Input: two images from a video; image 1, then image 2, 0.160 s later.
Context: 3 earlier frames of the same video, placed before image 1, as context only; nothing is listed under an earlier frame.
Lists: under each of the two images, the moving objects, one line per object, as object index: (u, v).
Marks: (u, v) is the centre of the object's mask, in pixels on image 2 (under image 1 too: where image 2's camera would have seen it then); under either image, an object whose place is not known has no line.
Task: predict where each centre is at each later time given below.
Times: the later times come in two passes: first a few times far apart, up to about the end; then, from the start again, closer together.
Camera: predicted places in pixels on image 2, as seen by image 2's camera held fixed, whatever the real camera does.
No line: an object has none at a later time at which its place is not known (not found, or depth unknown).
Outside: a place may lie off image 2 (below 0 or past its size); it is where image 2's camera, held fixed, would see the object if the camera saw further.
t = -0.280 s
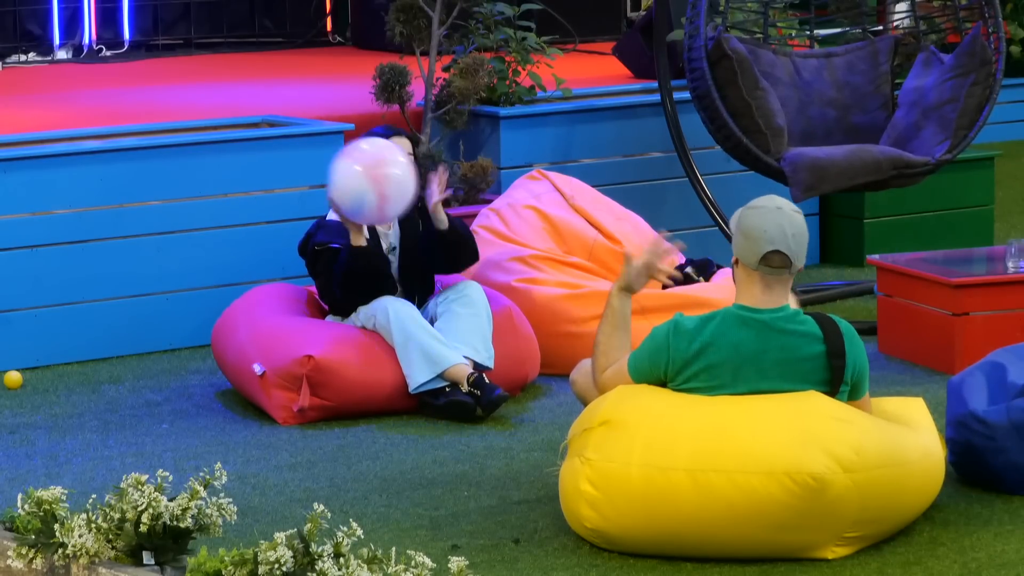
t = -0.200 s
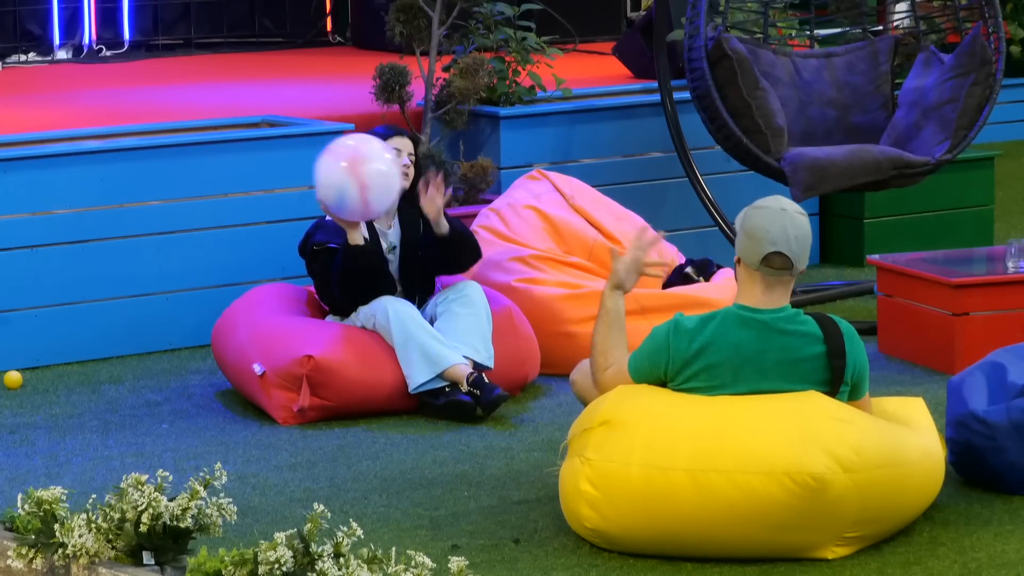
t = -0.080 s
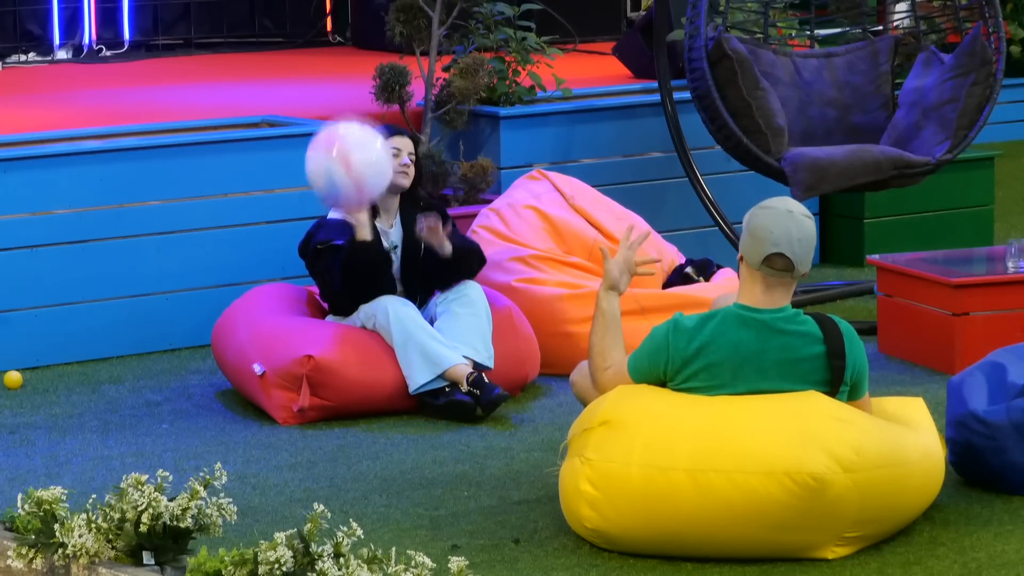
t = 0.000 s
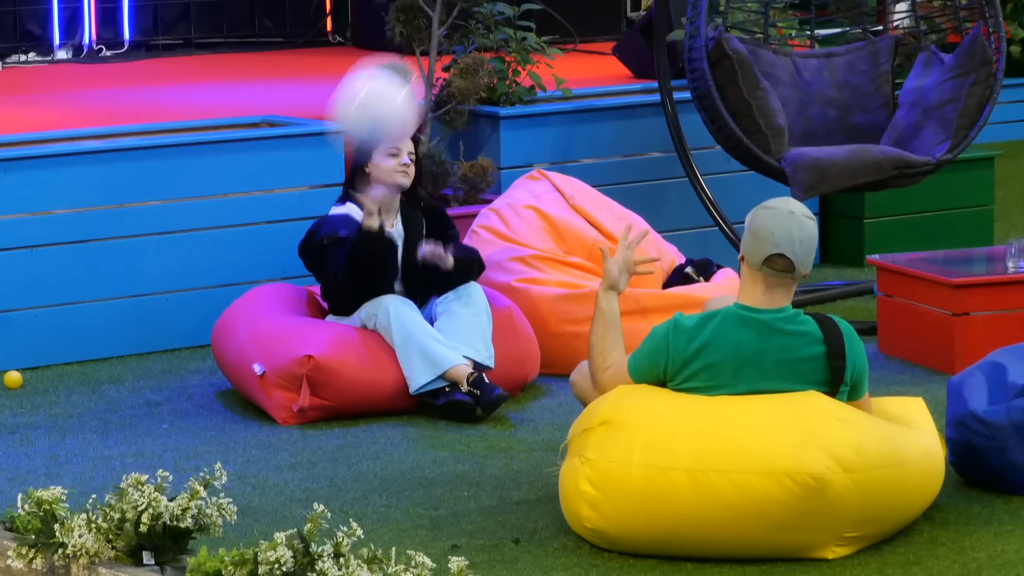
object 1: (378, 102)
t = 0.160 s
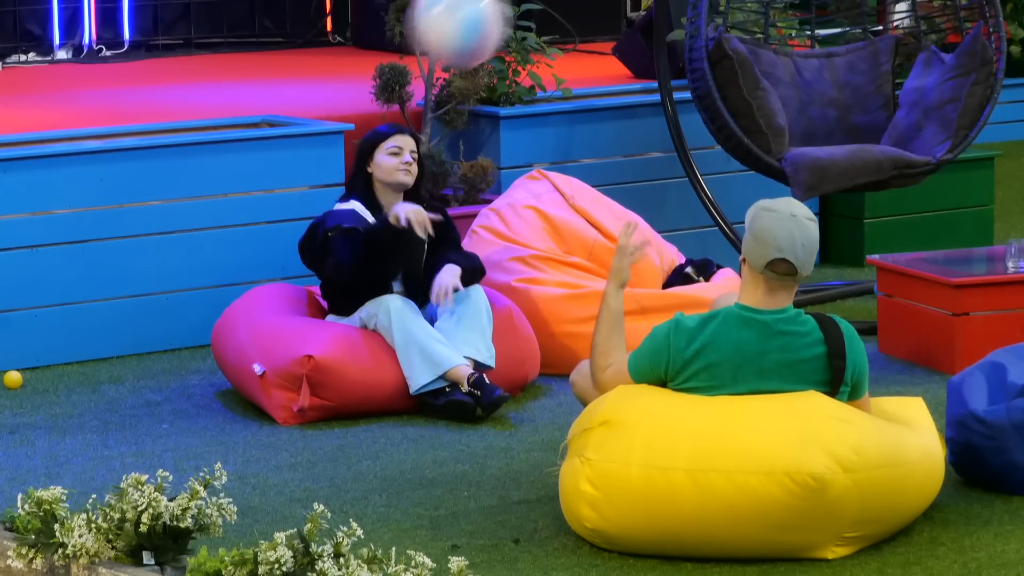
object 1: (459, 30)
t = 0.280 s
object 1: (528, 23)
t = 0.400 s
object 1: (596, 40)
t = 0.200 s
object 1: (482, 26)
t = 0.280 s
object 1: (528, 23)
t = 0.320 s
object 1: (550, 25)
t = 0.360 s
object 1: (573, 30)
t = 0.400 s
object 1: (596, 40)
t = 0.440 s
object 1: (617, 58)
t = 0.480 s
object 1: (641, 87)
